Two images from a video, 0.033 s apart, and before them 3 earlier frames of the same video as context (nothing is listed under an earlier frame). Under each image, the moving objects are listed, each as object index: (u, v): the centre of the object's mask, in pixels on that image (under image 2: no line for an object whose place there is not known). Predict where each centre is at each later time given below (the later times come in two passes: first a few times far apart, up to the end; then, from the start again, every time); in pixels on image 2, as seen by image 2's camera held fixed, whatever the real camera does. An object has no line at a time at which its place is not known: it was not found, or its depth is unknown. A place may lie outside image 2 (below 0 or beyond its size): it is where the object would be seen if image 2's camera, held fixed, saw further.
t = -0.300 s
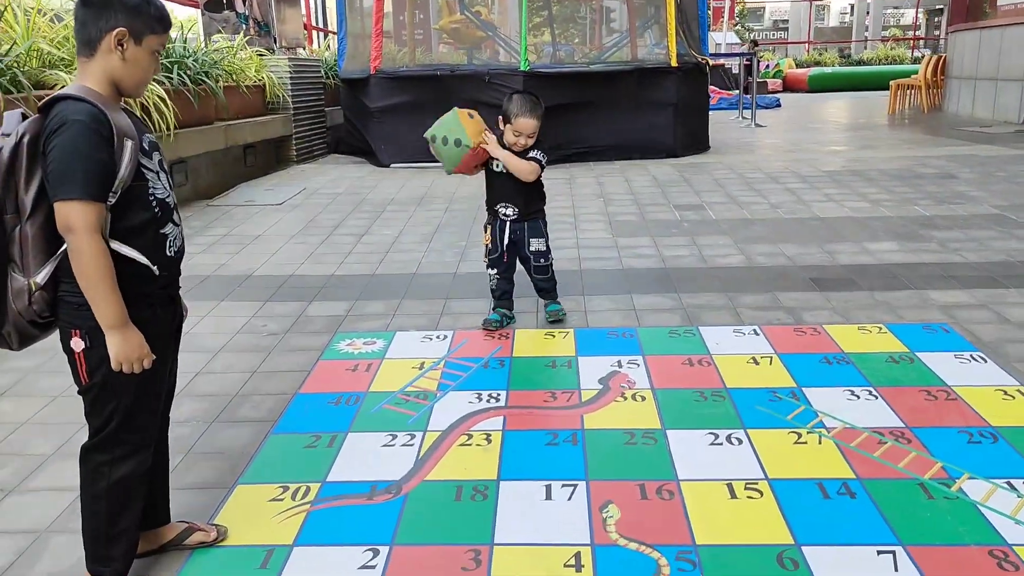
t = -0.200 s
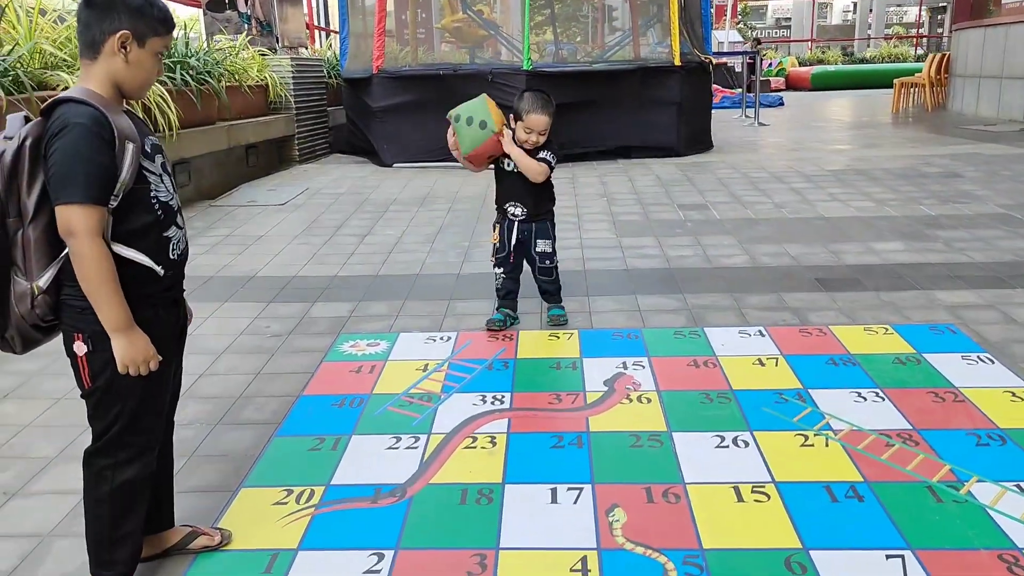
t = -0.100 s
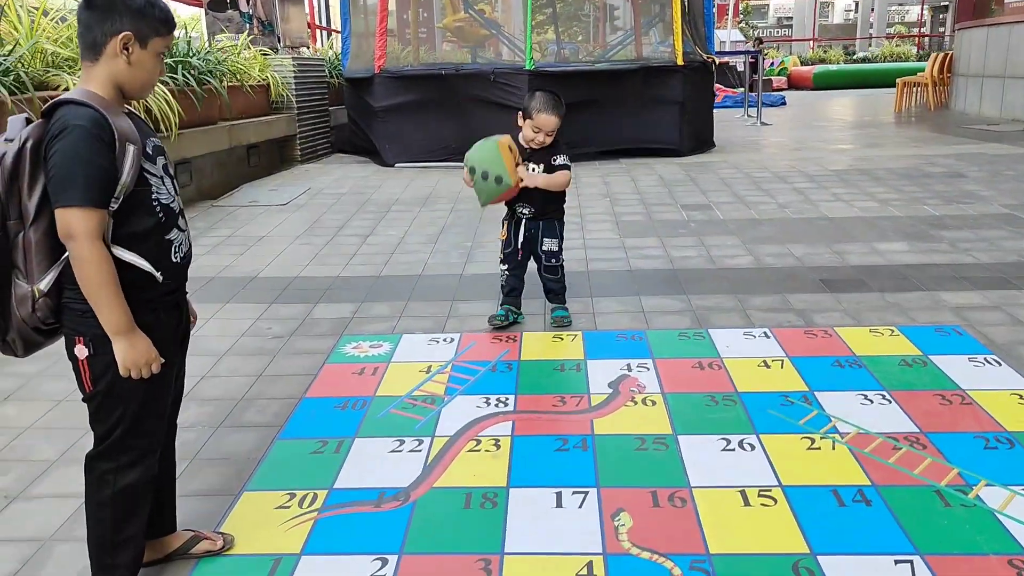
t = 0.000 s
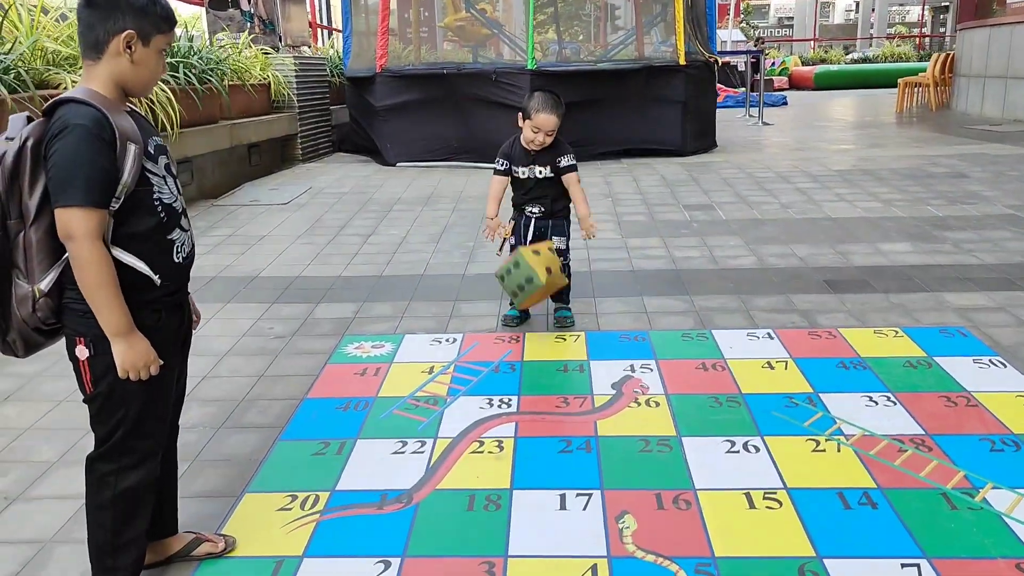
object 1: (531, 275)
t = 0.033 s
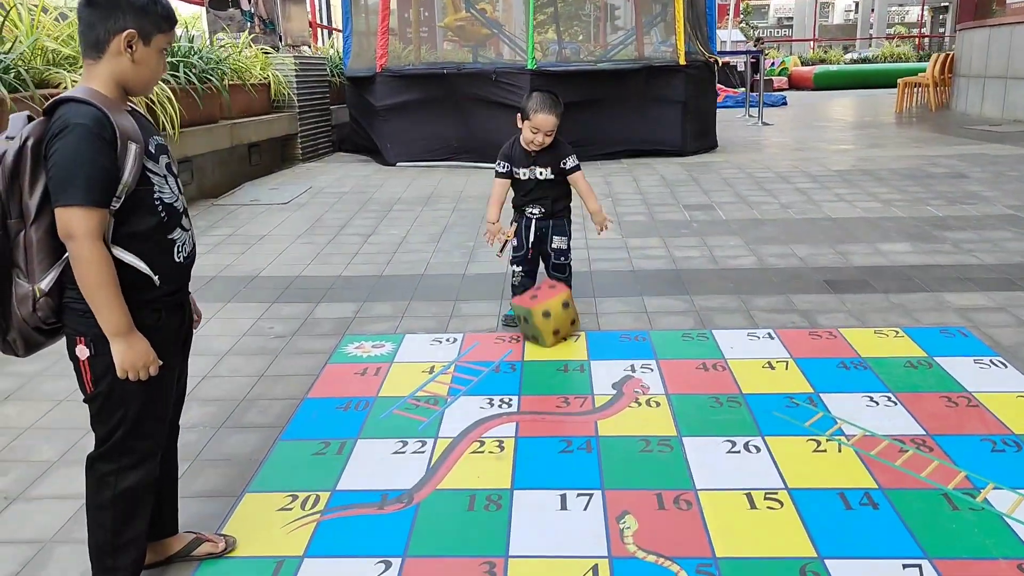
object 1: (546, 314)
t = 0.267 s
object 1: (589, 295)
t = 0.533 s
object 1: (630, 328)
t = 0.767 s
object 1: (654, 339)
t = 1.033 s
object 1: (655, 348)
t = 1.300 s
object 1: (645, 351)
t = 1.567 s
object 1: (632, 350)
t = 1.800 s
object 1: (633, 349)
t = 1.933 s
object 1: (634, 349)
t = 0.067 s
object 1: (553, 317)
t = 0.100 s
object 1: (559, 307)
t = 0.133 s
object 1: (565, 300)
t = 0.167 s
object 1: (571, 295)
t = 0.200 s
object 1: (578, 292)
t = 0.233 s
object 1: (583, 292)
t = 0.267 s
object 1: (589, 295)
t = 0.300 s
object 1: (595, 300)
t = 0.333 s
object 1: (602, 309)
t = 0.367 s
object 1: (608, 321)
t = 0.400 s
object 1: (614, 332)
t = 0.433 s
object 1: (618, 332)
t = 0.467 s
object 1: (622, 328)
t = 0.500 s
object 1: (626, 327)
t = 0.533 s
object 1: (630, 328)
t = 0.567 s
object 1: (634, 331)
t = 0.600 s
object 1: (638, 334)
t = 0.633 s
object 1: (641, 335)
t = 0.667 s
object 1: (645, 336)
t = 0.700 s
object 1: (648, 338)
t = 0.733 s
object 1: (651, 339)
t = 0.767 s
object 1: (654, 339)
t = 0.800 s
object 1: (656, 339)
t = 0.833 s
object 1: (657, 340)
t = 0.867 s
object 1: (658, 342)
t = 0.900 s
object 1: (659, 343)
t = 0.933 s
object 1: (658, 343)
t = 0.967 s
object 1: (657, 345)
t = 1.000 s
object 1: (656, 346)
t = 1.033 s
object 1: (655, 348)
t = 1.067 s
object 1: (653, 349)
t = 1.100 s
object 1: (652, 349)
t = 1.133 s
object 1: (651, 350)
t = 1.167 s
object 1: (650, 350)
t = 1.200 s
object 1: (649, 350)
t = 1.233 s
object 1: (647, 350)
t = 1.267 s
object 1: (646, 351)
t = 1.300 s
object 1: (645, 351)
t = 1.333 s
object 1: (643, 350)
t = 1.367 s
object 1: (641, 350)
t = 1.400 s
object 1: (640, 350)
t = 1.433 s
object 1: (638, 350)
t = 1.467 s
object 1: (637, 350)
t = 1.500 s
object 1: (635, 350)
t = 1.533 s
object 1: (633, 350)
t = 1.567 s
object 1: (632, 350)
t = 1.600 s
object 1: (630, 349)
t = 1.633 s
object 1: (630, 349)
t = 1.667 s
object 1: (630, 349)
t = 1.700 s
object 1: (631, 349)
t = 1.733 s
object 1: (631, 349)
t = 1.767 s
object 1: (632, 349)
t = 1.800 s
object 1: (633, 349)
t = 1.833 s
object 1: (634, 349)
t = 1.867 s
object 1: (634, 349)
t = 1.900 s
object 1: (634, 349)
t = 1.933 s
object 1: (634, 349)
